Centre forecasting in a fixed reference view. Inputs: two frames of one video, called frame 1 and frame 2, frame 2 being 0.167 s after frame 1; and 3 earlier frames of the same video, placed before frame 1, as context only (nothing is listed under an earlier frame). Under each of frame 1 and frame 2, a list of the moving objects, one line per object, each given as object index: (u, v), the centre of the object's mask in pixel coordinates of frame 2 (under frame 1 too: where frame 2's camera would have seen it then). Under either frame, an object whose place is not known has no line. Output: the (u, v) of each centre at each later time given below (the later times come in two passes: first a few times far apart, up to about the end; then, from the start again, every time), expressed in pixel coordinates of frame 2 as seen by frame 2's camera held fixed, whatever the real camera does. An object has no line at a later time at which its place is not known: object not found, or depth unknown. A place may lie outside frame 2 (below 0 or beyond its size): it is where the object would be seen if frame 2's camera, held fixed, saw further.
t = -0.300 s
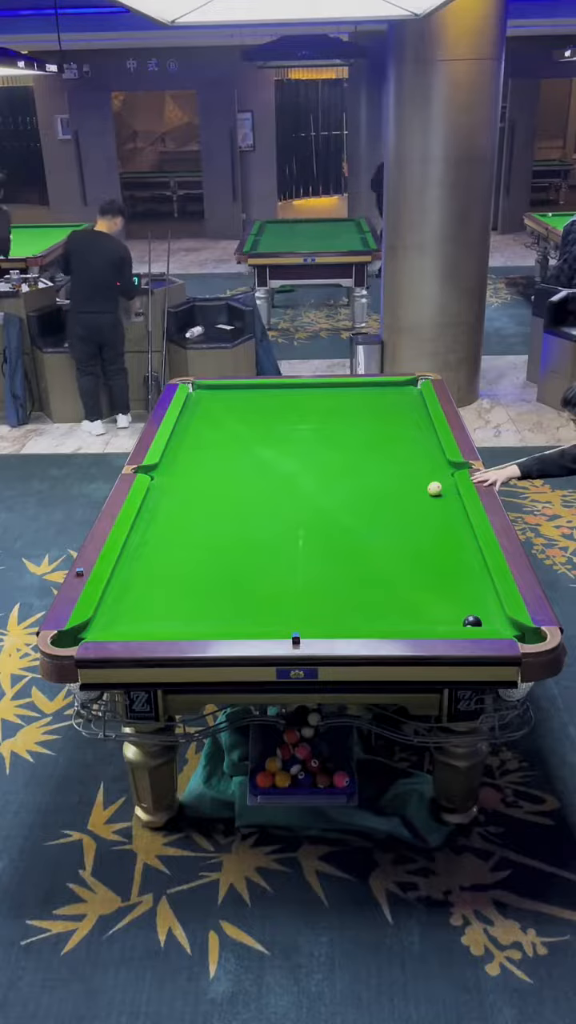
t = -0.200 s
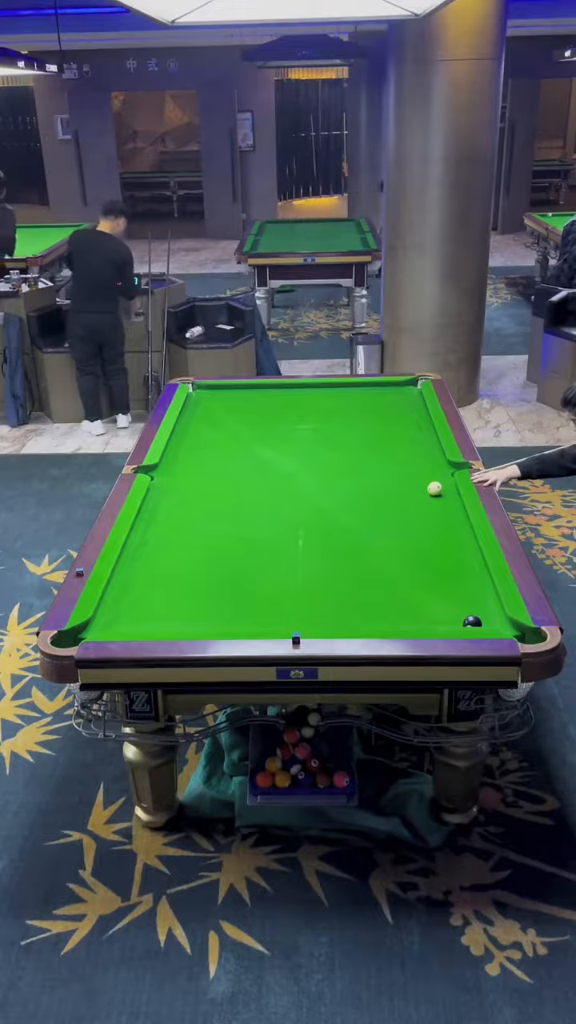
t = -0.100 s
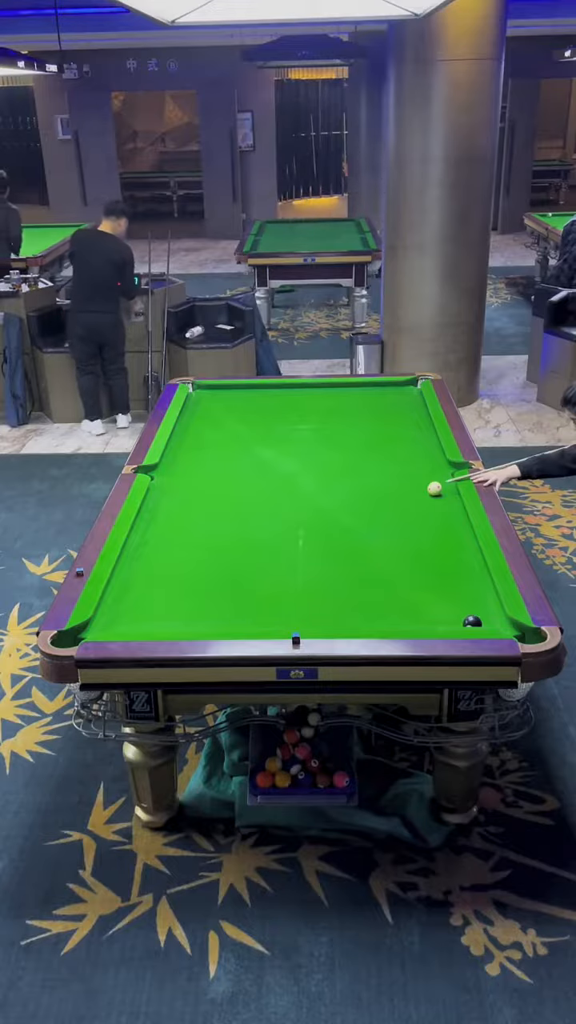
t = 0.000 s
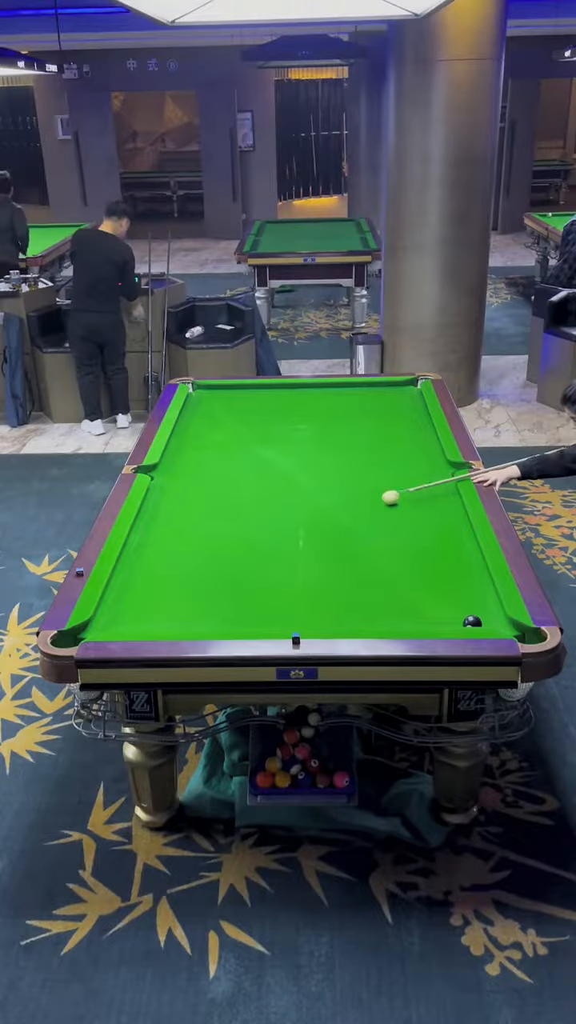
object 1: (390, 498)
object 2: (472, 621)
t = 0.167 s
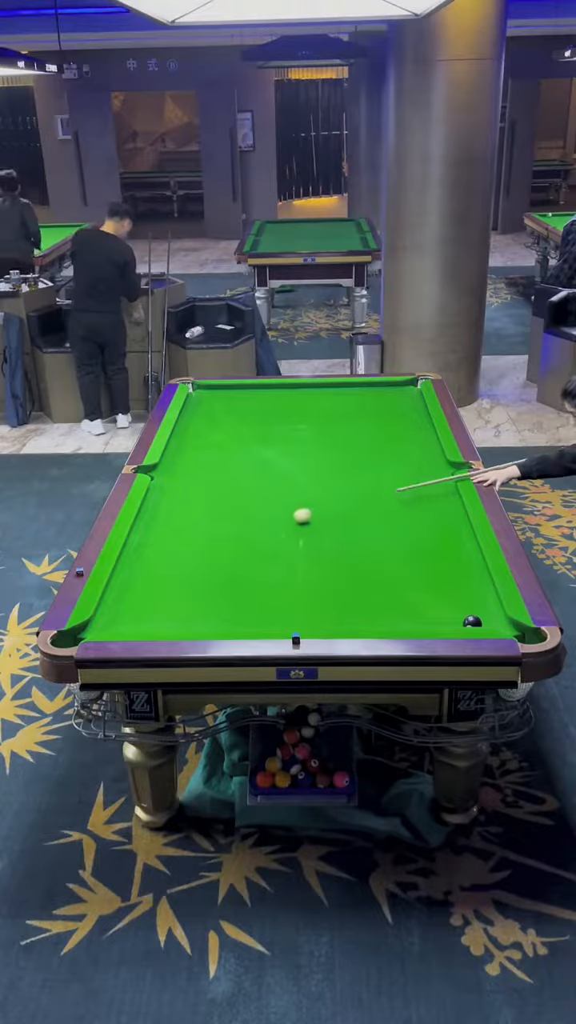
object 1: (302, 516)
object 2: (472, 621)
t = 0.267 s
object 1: (246, 528)
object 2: (472, 621)
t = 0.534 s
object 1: (154, 558)
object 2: (472, 621)
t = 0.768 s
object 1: (235, 576)
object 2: (472, 621)
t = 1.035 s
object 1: (325, 598)
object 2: (472, 621)
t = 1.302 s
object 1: (422, 620)
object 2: (472, 621)
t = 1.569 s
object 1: (463, 608)
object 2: (509, 627)
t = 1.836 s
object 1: (481, 589)
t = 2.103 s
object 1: (469, 571)
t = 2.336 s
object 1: (452, 556)
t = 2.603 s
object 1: (436, 541)
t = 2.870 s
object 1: (422, 527)
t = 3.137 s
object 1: (409, 516)
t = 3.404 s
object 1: (398, 505)
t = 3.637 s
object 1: (389, 497)
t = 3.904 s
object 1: (380, 488)
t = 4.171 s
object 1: (372, 481)
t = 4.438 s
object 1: (364, 474)
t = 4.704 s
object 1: (357, 468)
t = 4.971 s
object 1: (351, 464)
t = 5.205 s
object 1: (347, 460)
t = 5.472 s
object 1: (341, 456)
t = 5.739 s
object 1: (337, 453)
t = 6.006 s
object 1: (334, 450)
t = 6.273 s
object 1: (330, 447)
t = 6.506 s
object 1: (328, 446)
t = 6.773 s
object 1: (326, 444)
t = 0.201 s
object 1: (284, 520)
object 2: (472, 621)
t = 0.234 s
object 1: (265, 524)
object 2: (472, 621)
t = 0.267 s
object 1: (246, 528)
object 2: (472, 621)
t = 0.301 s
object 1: (227, 532)
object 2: (472, 621)
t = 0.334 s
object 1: (207, 536)
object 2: (472, 621)
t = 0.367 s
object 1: (188, 540)
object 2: (472, 621)
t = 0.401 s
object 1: (167, 544)
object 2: (472, 621)
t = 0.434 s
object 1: (147, 548)
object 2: (472, 621)
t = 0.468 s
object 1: (127, 553)
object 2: (472, 621)
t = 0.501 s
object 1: (140, 555)
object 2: (472, 621)
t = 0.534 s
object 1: (154, 558)
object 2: (472, 621)
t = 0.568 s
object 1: (167, 560)
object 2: (472, 621)
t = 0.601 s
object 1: (180, 563)
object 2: (472, 621)
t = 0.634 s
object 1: (192, 565)
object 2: (472, 621)
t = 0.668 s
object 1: (203, 568)
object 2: (472, 621)
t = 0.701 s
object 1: (214, 570)
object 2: (472, 621)
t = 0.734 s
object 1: (224, 573)
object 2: (472, 621)
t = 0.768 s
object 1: (235, 576)
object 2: (472, 621)
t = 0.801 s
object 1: (246, 578)
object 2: (472, 621)
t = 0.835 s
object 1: (256, 581)
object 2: (472, 621)
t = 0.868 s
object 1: (268, 584)
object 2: (472, 621)
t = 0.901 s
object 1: (279, 587)
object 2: (472, 621)
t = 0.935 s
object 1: (290, 590)
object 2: (472, 621)
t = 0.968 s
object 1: (301, 592)
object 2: (472, 621)
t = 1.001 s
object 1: (313, 595)
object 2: (472, 621)
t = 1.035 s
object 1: (325, 598)
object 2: (472, 621)
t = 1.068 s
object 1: (337, 601)
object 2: (472, 621)
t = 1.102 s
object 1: (348, 604)
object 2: (472, 621)
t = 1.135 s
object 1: (360, 607)
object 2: (472, 621)
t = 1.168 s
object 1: (373, 610)
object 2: (472, 621)
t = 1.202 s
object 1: (384, 613)
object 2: (472, 621)
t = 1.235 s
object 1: (397, 616)
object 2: (472, 621)
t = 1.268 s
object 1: (410, 618)
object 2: (472, 621)
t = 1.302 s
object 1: (422, 620)
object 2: (472, 621)
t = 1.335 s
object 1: (435, 622)
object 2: (472, 621)
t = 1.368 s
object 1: (445, 621)
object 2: (472, 621)
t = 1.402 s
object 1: (452, 619)
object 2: (475, 622)
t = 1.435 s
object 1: (453, 617)
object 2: (483, 622)
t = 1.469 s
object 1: (455, 615)
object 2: (492, 623)
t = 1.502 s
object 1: (458, 613)
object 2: (498, 625)
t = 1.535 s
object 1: (460, 610)
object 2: (503, 626)
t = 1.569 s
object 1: (463, 608)
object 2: (509, 627)
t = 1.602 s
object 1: (465, 605)
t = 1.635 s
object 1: (468, 603)
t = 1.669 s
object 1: (470, 601)
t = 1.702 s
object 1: (472, 598)
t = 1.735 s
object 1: (475, 596)
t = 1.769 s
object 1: (477, 593)
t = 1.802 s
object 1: (479, 592)
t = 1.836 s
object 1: (481, 589)
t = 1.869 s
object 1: (483, 587)
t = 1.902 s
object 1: (485, 585)
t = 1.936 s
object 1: (482, 582)
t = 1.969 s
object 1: (479, 580)
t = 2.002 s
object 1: (477, 577)
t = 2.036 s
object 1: (474, 575)
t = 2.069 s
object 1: (472, 573)
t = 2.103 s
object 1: (469, 571)
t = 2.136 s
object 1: (467, 568)
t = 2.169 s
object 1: (464, 566)
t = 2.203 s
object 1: (461, 564)
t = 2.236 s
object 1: (459, 562)
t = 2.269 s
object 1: (457, 560)
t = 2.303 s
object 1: (455, 558)
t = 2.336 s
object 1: (452, 556)
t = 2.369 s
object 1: (450, 553)
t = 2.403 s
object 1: (448, 552)
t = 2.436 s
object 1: (446, 549)
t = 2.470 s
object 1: (444, 547)
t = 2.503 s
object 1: (442, 546)
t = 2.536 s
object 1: (440, 544)
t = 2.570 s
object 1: (438, 542)
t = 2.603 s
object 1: (436, 541)
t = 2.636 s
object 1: (434, 539)
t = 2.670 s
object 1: (432, 537)
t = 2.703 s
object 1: (430, 535)
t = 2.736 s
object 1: (428, 534)
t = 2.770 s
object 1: (427, 532)
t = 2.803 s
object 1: (425, 530)
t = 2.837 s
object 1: (424, 529)
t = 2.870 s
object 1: (422, 527)
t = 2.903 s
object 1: (420, 526)
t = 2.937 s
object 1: (418, 524)
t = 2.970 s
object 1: (417, 523)
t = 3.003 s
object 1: (415, 521)
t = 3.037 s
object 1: (414, 520)
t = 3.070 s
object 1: (412, 518)
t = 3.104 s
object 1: (411, 517)
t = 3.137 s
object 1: (409, 516)
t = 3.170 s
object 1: (408, 514)
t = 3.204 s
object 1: (406, 513)
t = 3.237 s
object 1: (405, 512)
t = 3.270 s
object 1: (403, 510)
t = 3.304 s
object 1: (402, 509)
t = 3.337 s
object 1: (400, 508)
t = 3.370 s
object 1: (399, 506)
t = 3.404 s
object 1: (398, 505)
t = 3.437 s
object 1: (397, 504)
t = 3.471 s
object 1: (395, 503)
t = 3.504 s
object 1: (394, 501)
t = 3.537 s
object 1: (393, 500)
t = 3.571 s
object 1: (391, 499)
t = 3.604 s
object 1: (390, 498)
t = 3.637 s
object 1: (389, 497)
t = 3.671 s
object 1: (388, 495)
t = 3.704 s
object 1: (387, 495)
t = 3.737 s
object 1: (385, 494)
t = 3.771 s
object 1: (385, 492)
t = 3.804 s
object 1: (384, 491)
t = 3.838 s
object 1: (382, 490)
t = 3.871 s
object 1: (381, 489)
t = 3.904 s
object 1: (380, 488)
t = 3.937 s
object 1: (379, 487)
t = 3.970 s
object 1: (378, 486)
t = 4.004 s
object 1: (377, 485)
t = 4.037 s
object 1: (376, 484)
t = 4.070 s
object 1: (375, 484)
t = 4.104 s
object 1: (374, 483)
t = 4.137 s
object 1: (373, 482)
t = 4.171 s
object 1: (372, 481)
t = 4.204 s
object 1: (371, 480)
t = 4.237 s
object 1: (370, 479)
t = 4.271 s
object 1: (369, 478)
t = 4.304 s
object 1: (368, 477)
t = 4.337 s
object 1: (367, 477)
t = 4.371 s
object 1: (366, 476)
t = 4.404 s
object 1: (365, 475)
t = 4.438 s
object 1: (364, 474)
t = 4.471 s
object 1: (364, 474)
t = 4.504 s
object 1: (363, 473)
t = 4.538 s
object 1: (362, 472)
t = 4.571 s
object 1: (361, 471)
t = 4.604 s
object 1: (360, 471)
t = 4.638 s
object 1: (359, 470)
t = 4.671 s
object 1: (358, 469)
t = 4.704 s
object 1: (357, 468)
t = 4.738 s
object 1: (357, 468)
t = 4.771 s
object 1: (356, 467)
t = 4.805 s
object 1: (355, 467)
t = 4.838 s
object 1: (354, 466)
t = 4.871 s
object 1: (353, 465)
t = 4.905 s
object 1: (353, 465)
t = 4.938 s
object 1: (352, 464)
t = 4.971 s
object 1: (351, 464)
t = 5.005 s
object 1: (351, 463)
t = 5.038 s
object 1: (350, 462)
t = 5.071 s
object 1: (349, 462)
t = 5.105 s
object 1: (348, 461)
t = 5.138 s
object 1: (348, 461)
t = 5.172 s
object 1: (347, 460)
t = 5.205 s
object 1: (347, 460)
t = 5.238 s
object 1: (346, 459)
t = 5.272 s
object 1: (345, 459)
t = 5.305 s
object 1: (344, 458)
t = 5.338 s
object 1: (344, 458)
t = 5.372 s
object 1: (343, 457)
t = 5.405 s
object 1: (342, 457)
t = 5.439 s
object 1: (342, 456)
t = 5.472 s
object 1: (341, 456)
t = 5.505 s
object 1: (341, 455)
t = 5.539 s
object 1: (340, 455)
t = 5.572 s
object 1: (340, 455)
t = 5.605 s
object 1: (339, 454)
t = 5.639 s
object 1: (339, 454)
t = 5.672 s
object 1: (338, 453)
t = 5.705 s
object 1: (338, 453)
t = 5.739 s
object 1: (337, 453)
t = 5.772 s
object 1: (337, 452)
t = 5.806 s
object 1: (336, 452)
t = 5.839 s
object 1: (336, 451)
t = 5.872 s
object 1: (335, 451)
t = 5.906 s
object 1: (335, 451)
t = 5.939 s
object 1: (335, 450)
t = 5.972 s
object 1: (334, 450)
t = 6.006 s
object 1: (334, 450)
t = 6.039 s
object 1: (333, 449)
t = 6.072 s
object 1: (333, 449)
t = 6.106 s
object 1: (332, 449)
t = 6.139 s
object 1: (332, 449)
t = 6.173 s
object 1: (332, 448)
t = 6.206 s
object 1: (331, 448)
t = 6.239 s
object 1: (331, 448)
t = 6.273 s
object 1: (330, 447)
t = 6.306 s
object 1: (330, 447)
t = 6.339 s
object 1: (330, 447)
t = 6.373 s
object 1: (329, 447)
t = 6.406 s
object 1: (329, 446)
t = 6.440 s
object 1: (329, 446)
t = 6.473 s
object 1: (328, 446)
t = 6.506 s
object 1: (328, 446)
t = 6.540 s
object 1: (328, 446)
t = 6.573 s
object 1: (328, 445)
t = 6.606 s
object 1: (327, 445)
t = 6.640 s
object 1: (327, 445)
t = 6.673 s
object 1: (327, 444)
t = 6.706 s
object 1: (327, 444)
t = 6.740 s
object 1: (327, 444)
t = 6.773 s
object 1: (326, 444)
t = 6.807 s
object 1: (326, 444)
